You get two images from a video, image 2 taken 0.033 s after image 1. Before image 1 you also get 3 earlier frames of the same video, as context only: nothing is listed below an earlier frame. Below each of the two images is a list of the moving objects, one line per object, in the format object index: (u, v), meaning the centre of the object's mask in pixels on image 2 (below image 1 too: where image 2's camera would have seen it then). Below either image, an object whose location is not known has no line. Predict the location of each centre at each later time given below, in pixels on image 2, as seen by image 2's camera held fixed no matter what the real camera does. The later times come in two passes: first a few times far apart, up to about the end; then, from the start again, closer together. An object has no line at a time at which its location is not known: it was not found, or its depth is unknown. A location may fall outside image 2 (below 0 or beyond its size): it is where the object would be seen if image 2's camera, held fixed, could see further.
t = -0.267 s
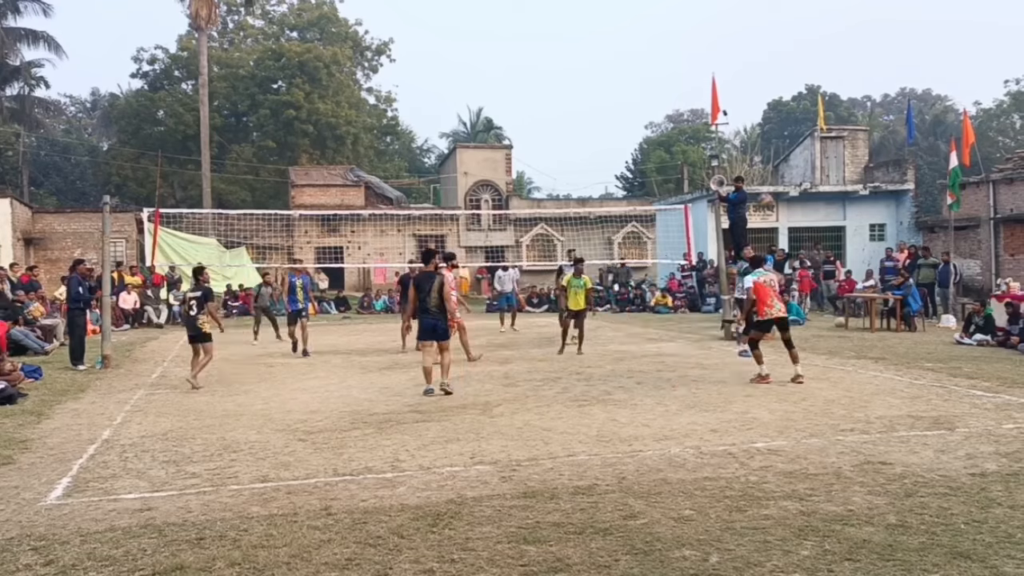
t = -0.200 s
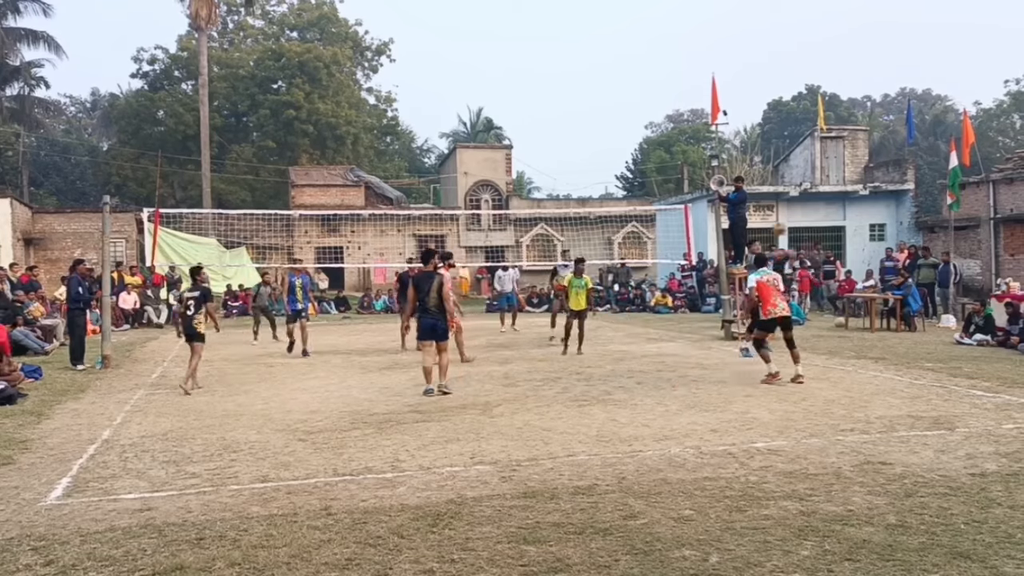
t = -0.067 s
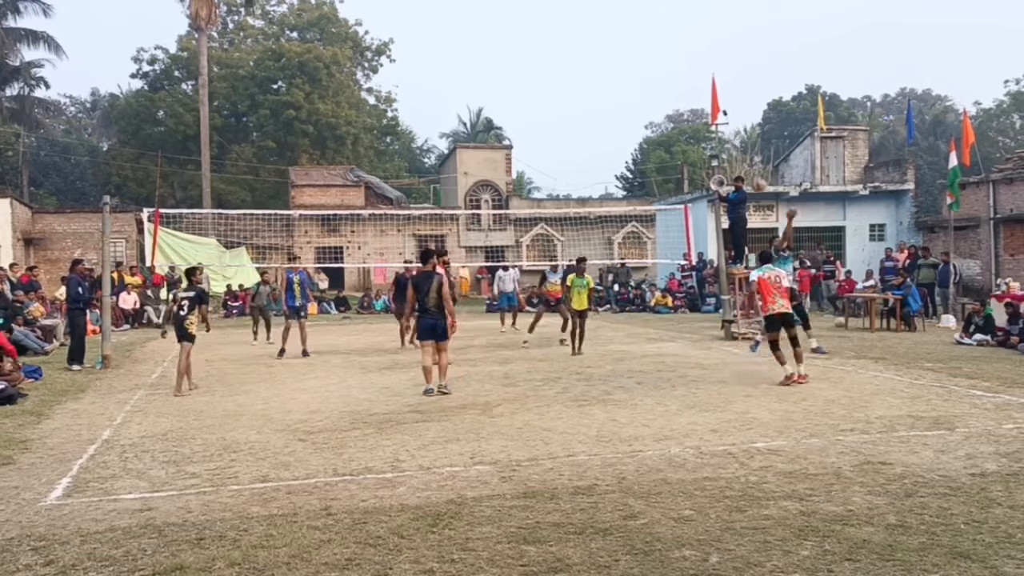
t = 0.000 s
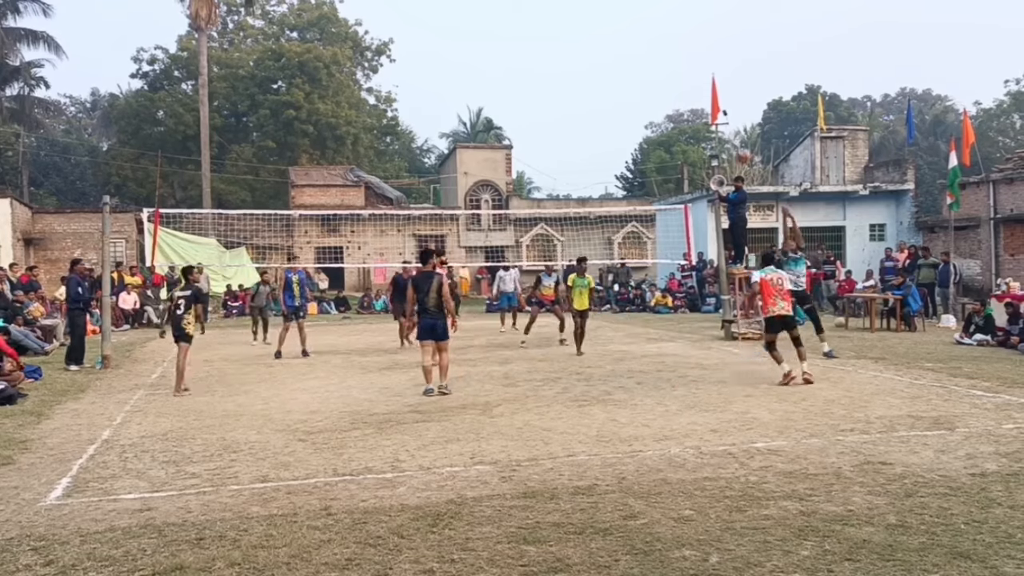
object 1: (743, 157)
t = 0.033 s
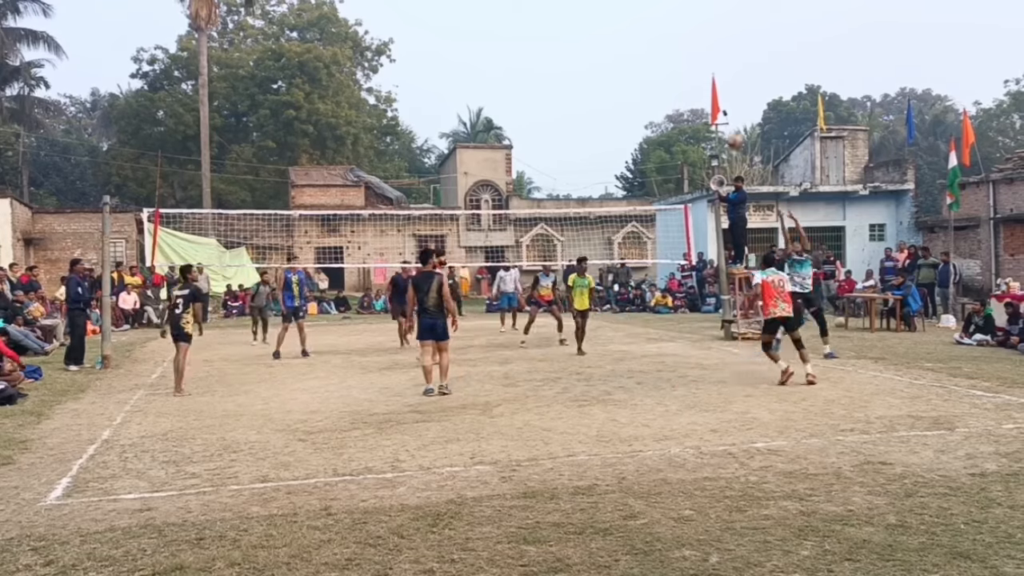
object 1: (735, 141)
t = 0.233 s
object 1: (686, 78)
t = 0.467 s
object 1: (629, 38)
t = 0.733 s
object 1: (565, 40)
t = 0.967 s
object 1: (512, 81)
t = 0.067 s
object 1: (725, 131)
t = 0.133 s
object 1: (711, 108)
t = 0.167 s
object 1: (702, 97)
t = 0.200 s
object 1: (694, 87)
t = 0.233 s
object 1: (686, 78)
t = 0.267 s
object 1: (678, 70)
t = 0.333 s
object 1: (661, 56)
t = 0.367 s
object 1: (653, 51)
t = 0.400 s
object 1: (645, 46)
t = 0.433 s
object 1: (637, 42)
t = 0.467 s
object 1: (629, 38)
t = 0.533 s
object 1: (613, 34)
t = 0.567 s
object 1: (605, 33)
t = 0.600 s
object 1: (597, 33)
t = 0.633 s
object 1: (589, 33)
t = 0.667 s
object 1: (581, 35)
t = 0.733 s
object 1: (565, 40)
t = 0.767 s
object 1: (558, 43)
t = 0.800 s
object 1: (550, 48)
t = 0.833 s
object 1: (542, 53)
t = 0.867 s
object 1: (535, 59)
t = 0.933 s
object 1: (520, 73)
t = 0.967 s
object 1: (512, 81)
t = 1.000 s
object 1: (505, 90)
